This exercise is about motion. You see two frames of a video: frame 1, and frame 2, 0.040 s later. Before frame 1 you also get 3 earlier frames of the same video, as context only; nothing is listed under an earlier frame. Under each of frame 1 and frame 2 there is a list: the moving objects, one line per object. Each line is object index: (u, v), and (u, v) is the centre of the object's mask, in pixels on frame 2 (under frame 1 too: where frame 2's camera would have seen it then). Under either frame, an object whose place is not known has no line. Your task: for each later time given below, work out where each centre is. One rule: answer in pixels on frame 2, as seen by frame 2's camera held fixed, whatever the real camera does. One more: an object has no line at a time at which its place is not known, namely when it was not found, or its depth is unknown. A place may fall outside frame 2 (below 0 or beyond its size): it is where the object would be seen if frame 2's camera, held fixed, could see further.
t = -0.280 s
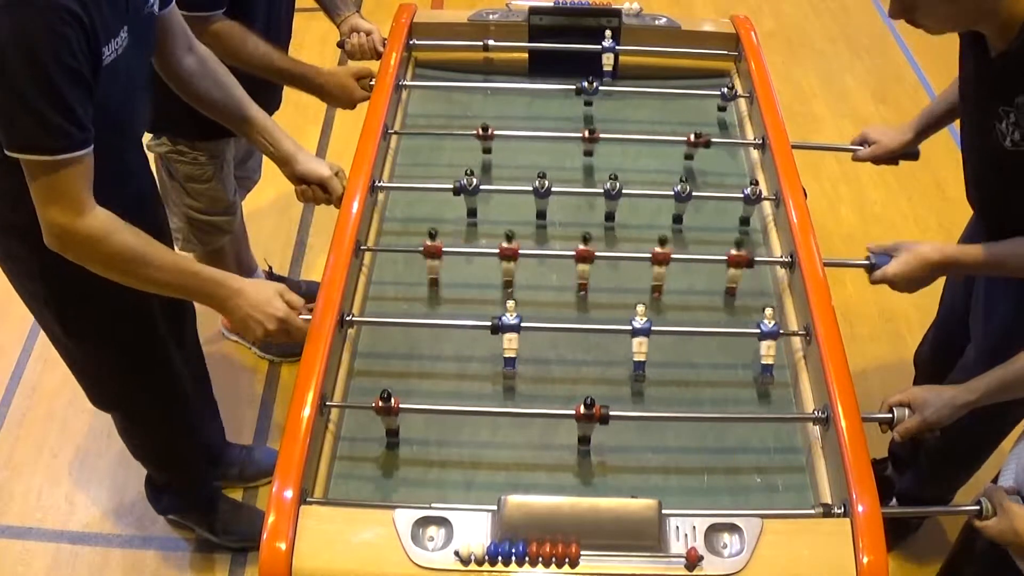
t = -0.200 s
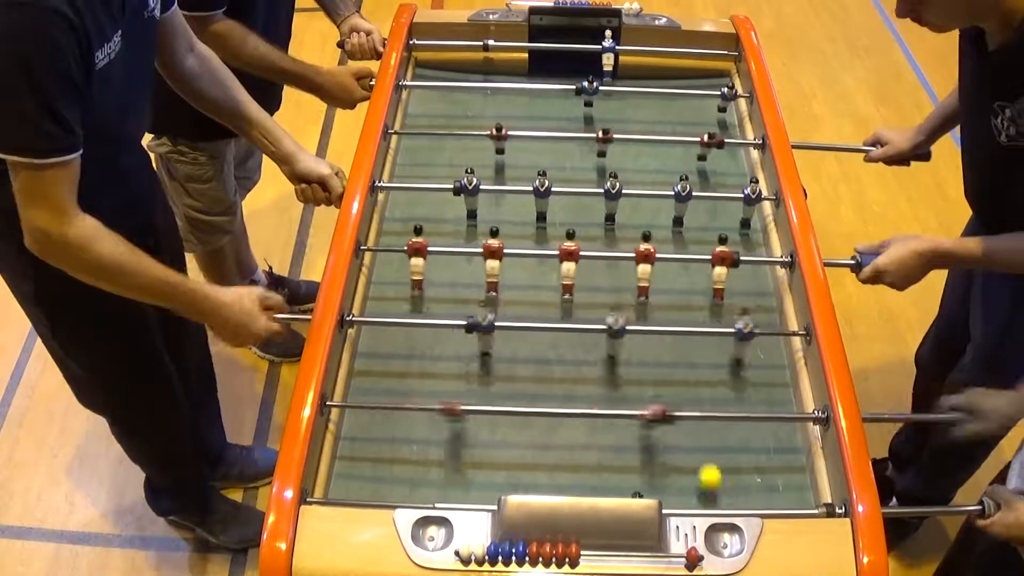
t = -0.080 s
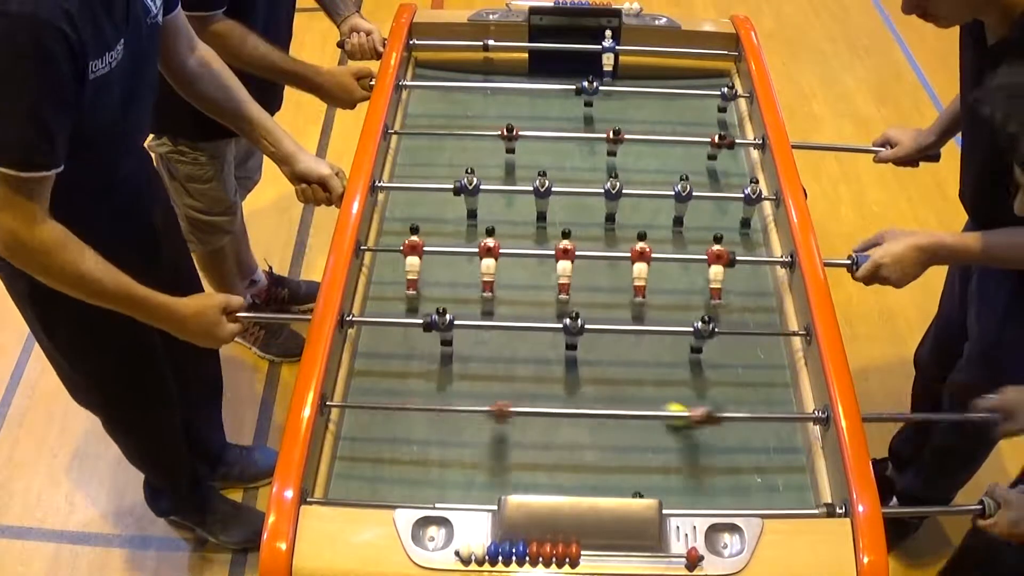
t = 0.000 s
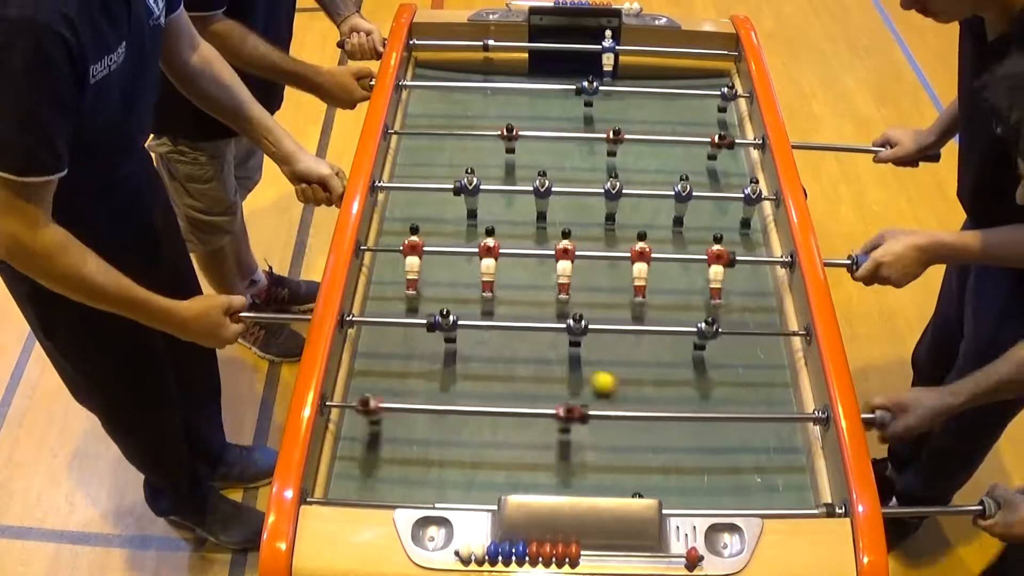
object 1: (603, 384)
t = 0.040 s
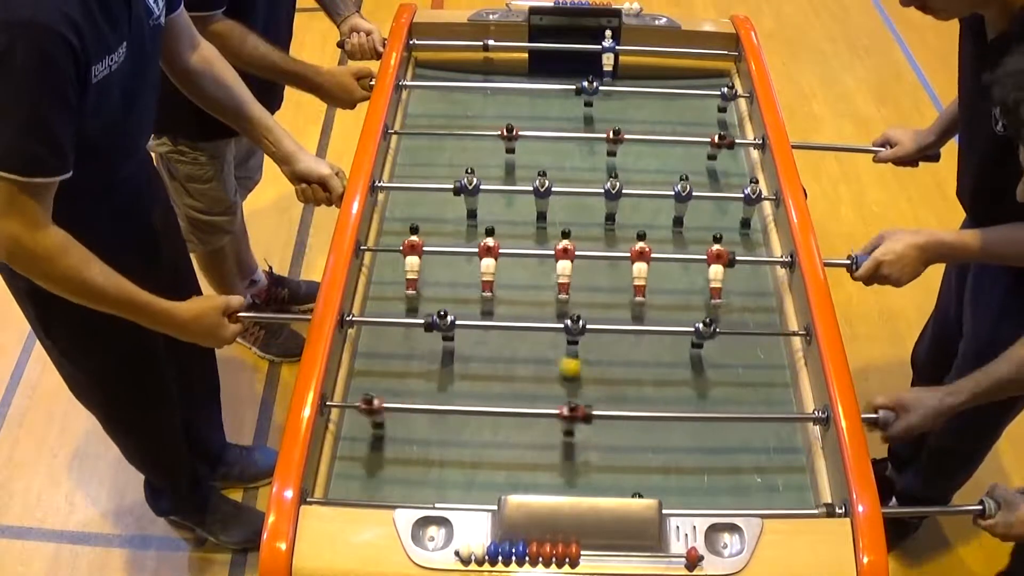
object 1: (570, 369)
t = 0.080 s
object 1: (539, 353)
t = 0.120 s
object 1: (507, 339)
